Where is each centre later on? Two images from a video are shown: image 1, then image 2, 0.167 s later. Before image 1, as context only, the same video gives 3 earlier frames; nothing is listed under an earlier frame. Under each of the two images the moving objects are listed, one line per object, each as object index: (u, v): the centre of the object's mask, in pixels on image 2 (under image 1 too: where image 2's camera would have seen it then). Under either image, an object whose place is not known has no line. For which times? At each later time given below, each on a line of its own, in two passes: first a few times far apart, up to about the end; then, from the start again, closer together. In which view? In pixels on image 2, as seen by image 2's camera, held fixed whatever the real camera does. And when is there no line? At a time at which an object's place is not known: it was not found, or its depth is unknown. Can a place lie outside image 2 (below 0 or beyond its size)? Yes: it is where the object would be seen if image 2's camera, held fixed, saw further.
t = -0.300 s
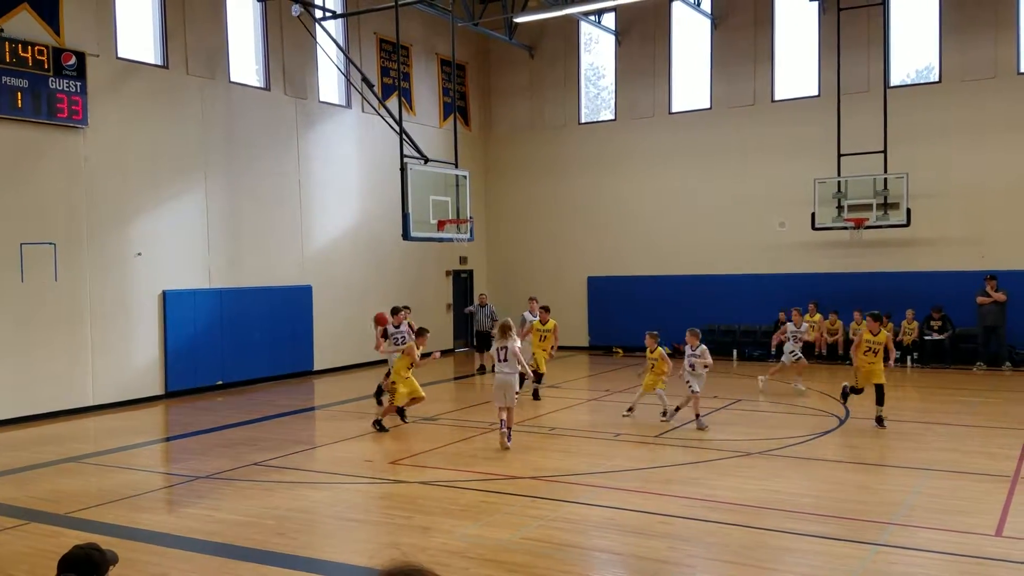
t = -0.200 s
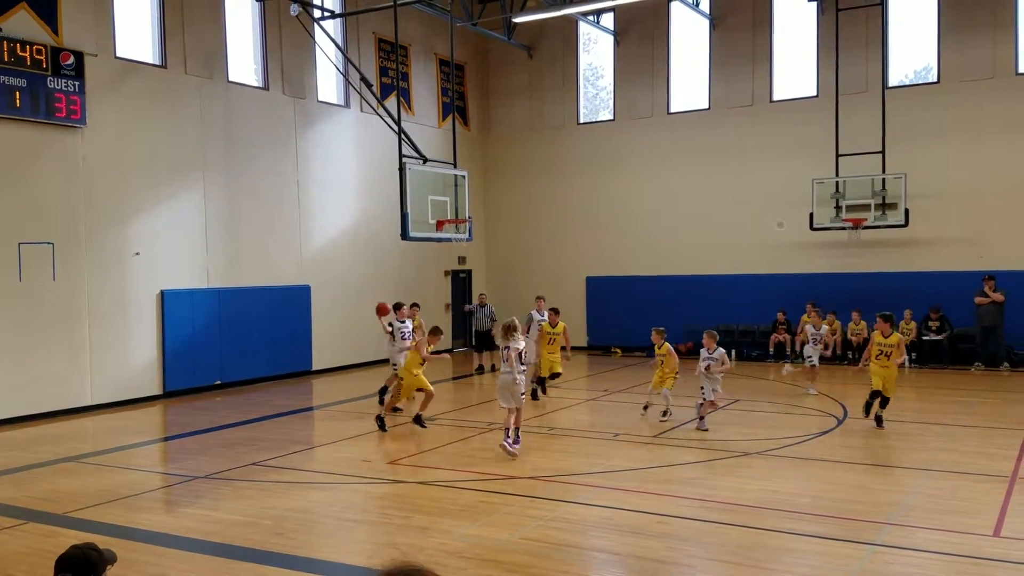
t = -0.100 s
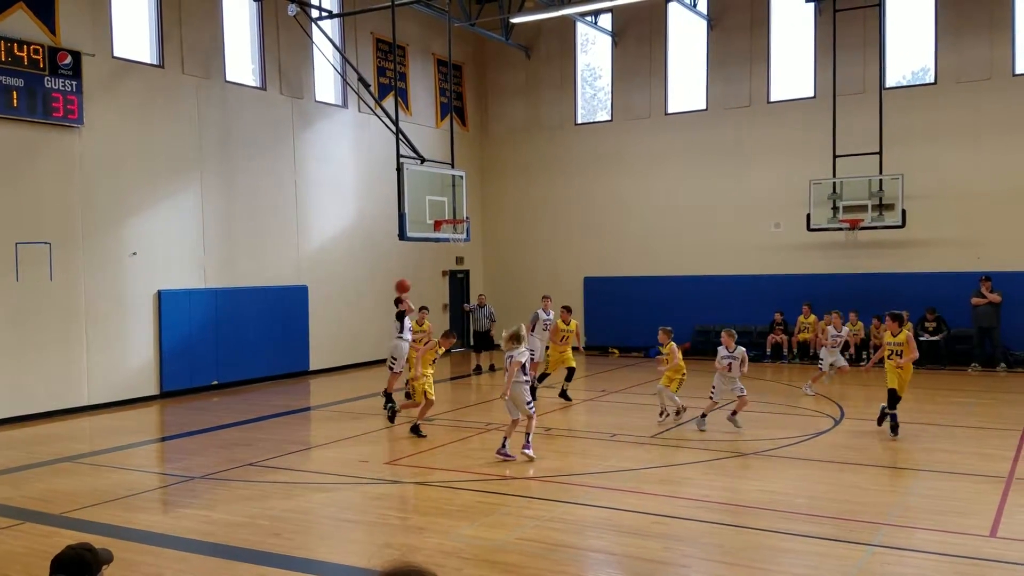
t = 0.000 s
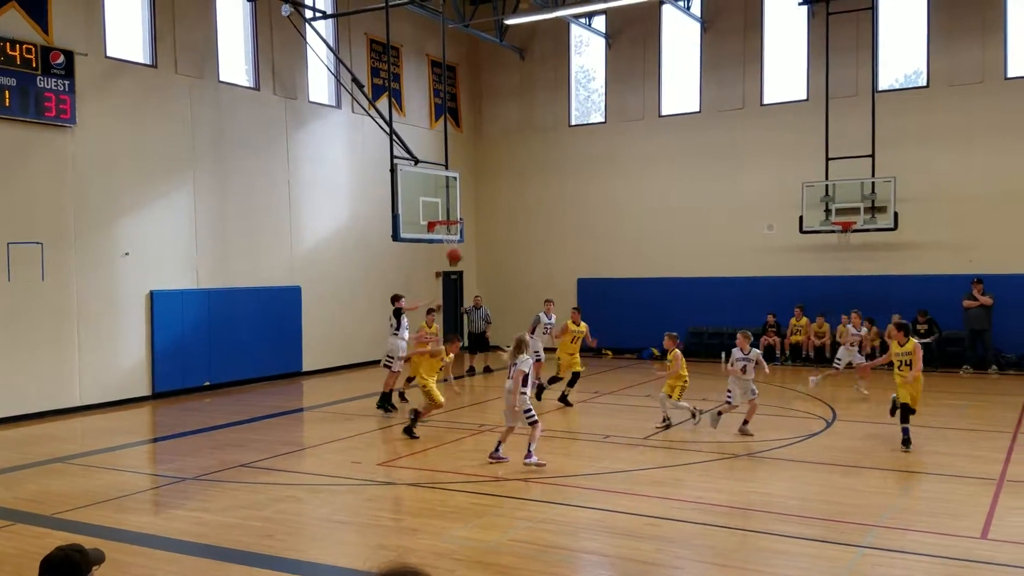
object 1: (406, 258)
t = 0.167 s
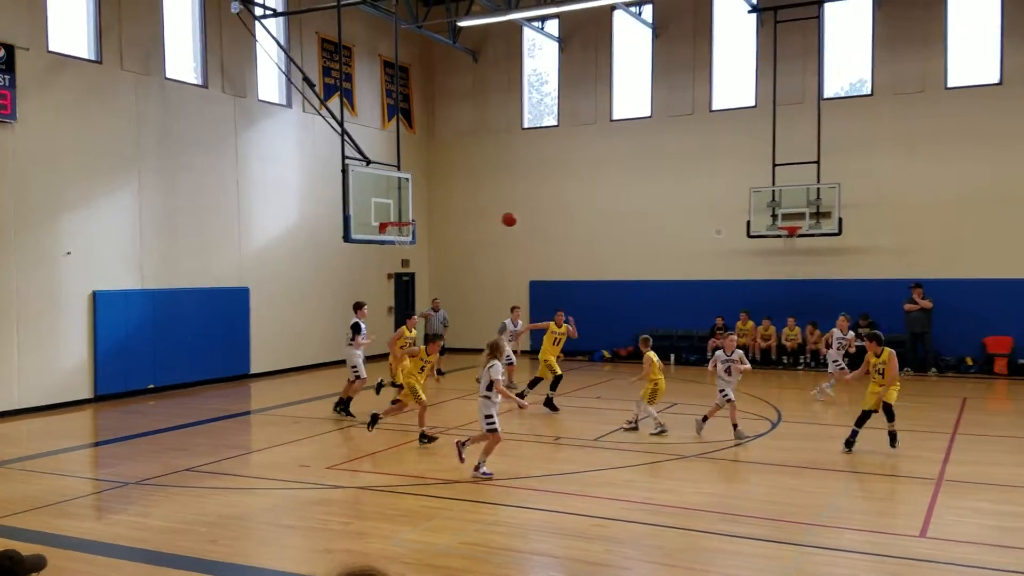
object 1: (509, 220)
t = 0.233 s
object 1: (549, 209)
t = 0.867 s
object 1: (917, 237)
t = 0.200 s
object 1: (529, 214)
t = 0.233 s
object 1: (549, 209)
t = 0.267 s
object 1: (569, 204)
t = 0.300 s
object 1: (590, 201)
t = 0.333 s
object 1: (610, 198)
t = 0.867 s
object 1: (917, 237)
